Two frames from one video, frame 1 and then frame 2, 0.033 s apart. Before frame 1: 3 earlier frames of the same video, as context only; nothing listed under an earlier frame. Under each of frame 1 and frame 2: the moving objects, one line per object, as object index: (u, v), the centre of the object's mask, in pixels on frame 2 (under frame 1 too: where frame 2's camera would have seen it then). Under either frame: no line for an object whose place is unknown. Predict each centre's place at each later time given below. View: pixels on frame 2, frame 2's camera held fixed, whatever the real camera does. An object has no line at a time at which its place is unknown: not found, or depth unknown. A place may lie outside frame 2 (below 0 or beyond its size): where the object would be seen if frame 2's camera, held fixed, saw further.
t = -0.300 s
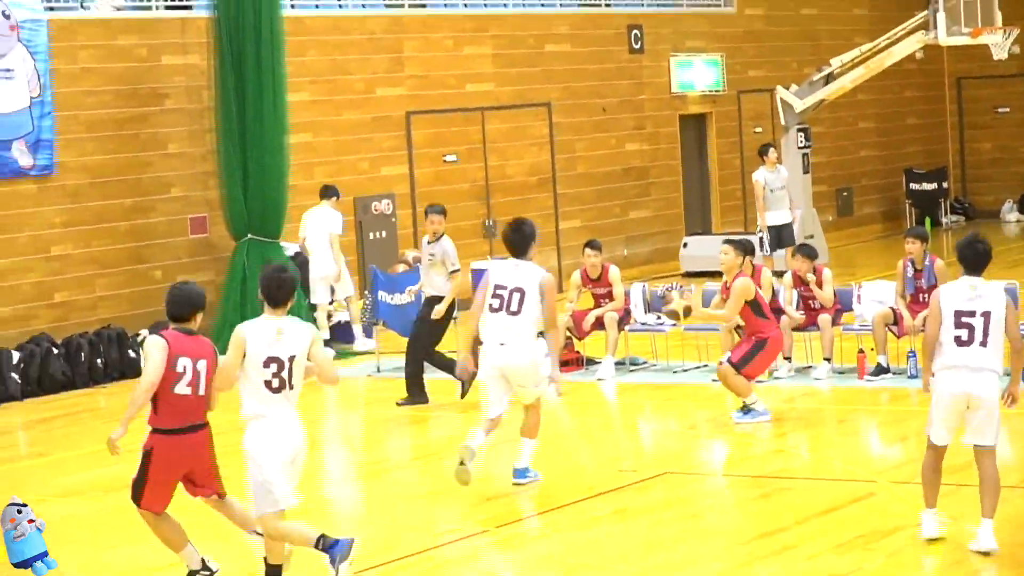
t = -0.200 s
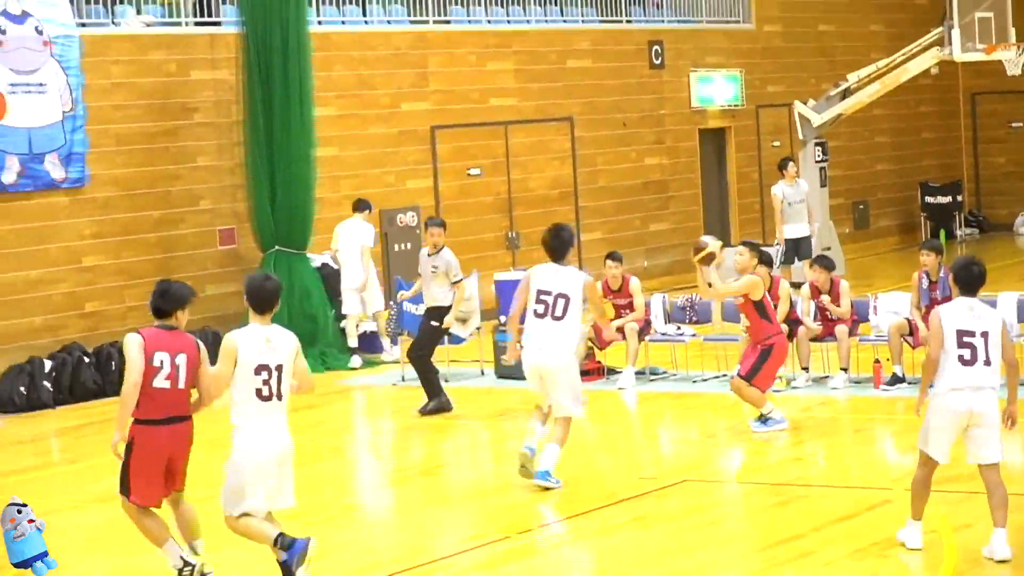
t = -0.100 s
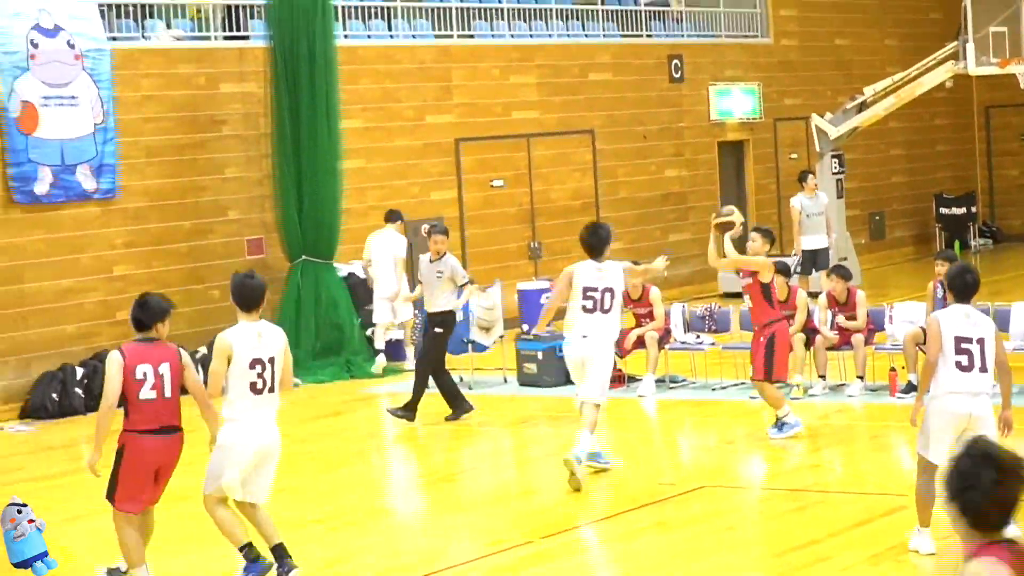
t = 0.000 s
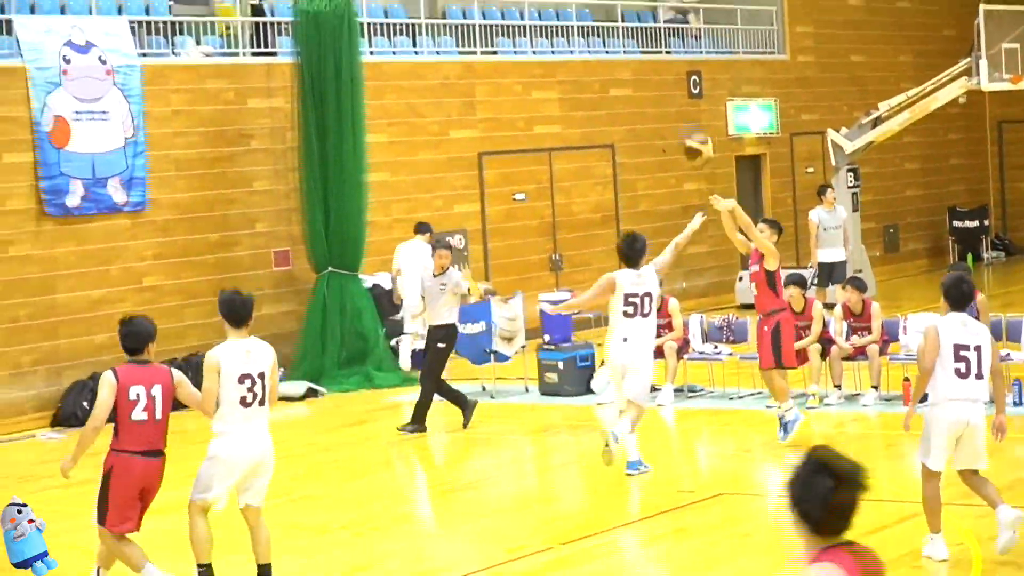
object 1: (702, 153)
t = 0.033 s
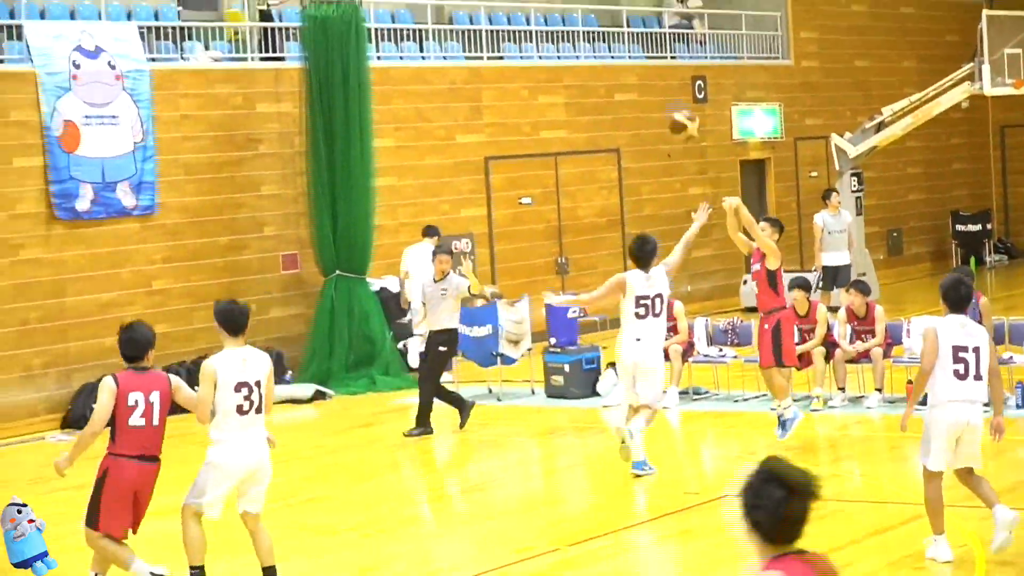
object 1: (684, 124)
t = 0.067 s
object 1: (665, 100)
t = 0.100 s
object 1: (647, 74)
